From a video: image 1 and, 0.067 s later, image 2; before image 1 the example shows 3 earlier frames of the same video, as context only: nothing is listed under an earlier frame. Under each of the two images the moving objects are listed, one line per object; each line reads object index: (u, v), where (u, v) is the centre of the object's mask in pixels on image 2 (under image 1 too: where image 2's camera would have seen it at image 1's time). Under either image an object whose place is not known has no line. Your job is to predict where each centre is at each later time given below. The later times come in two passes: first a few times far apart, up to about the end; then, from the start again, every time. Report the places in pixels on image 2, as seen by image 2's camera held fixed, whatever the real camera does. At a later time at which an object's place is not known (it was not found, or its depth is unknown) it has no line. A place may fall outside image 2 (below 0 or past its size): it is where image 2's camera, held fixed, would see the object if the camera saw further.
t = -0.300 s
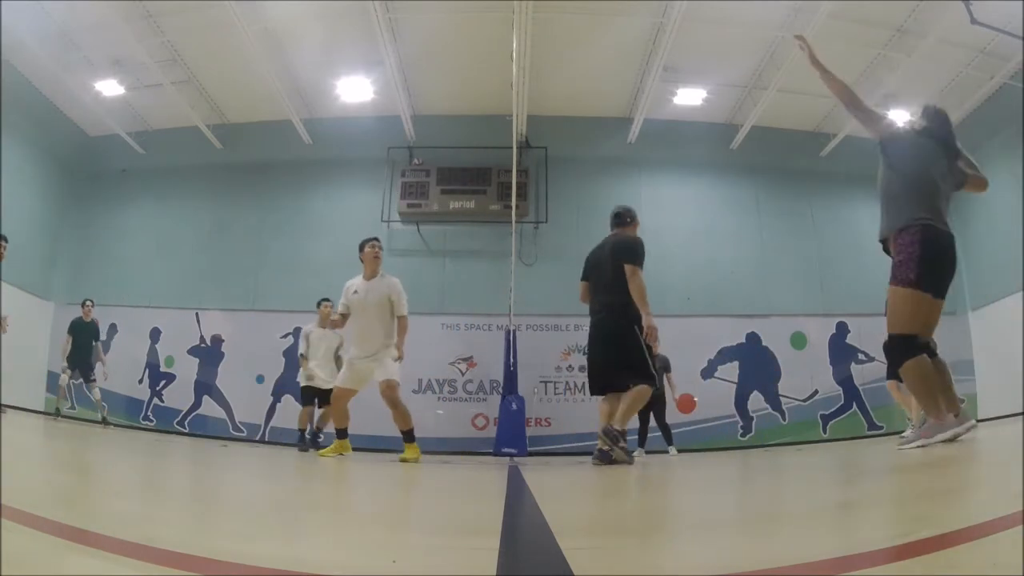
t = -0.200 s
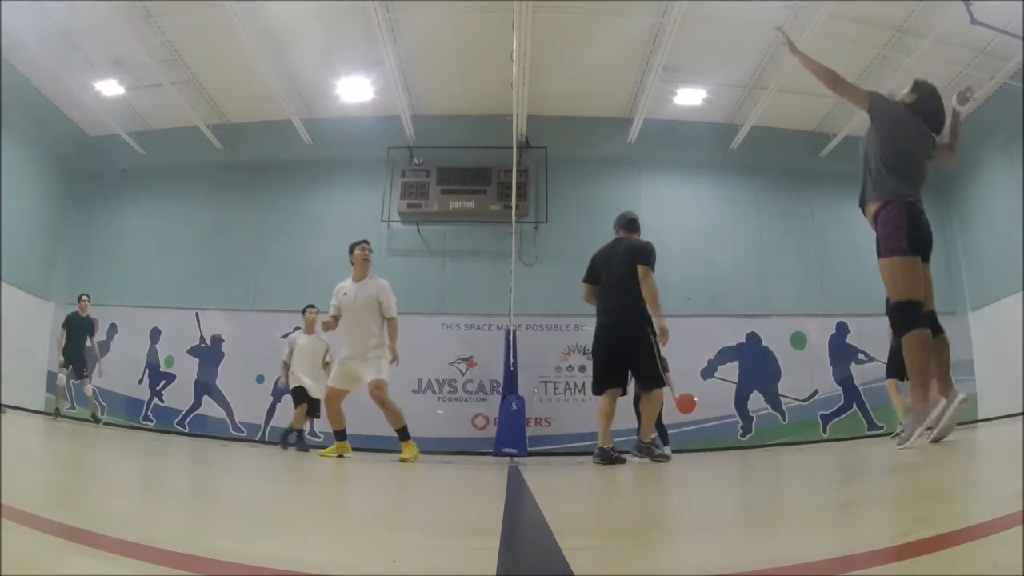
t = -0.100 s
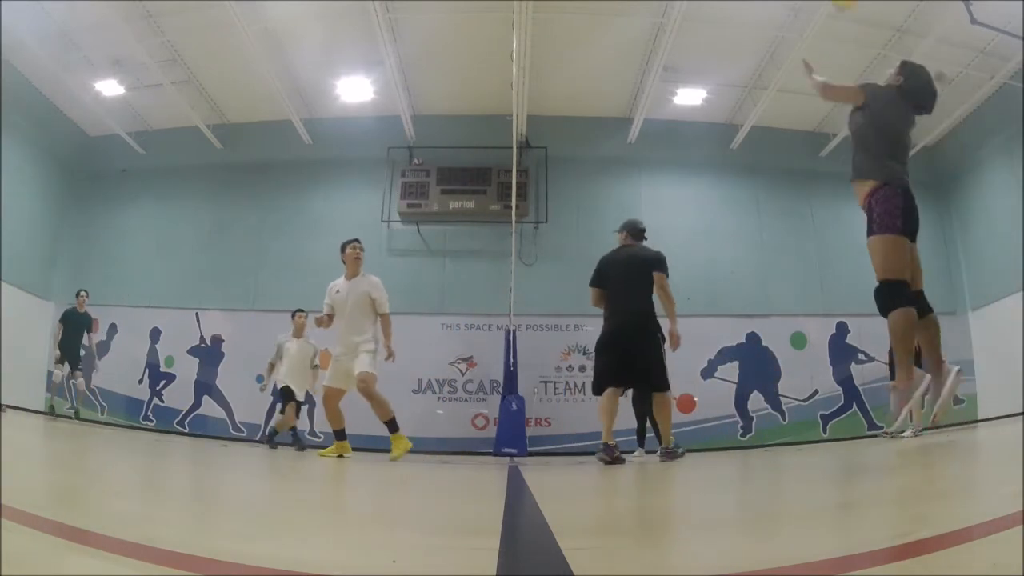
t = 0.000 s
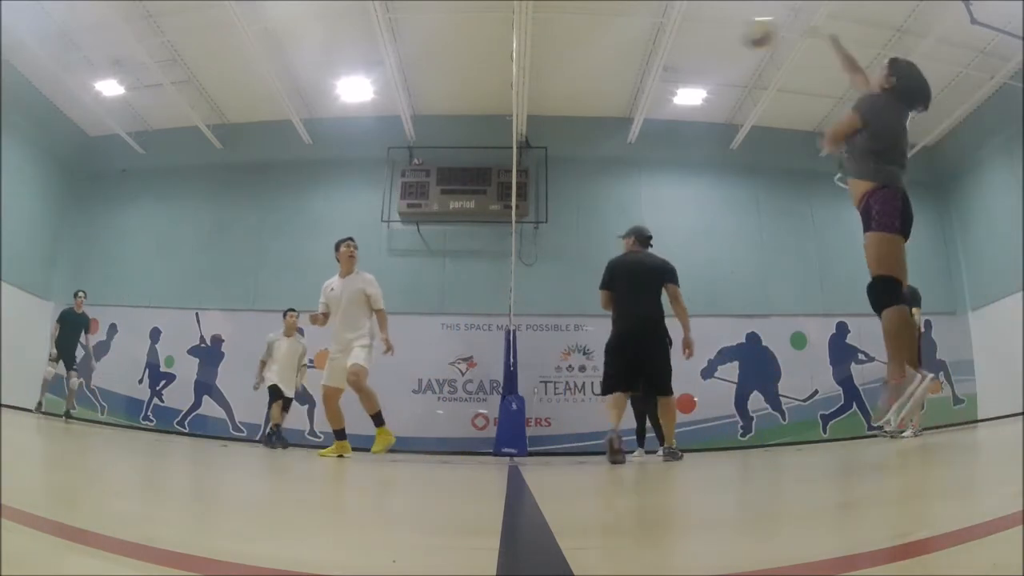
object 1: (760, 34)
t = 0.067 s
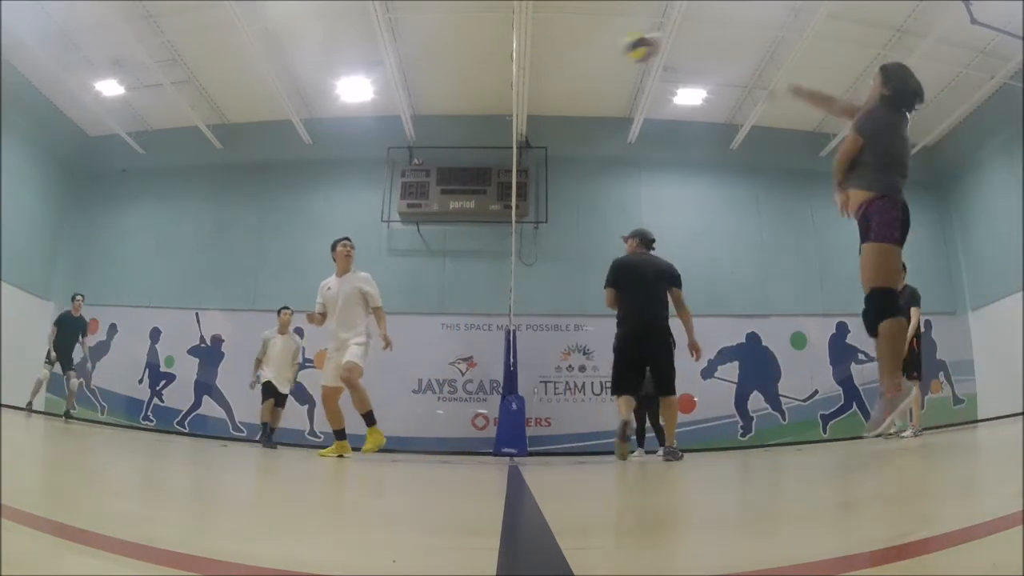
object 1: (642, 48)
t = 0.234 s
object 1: (414, 100)
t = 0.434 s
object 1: (257, 180)
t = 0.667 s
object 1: (153, 278)
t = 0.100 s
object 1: (586, 55)
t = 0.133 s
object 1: (538, 65)
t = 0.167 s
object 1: (492, 77)
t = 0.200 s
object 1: (453, 88)
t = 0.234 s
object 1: (414, 100)
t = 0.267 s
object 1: (381, 114)
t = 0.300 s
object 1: (351, 127)
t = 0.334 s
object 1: (325, 140)
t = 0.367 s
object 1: (300, 154)
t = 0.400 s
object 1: (278, 167)
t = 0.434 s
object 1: (257, 180)
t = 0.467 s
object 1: (238, 195)
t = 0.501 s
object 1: (221, 209)
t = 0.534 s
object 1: (206, 223)
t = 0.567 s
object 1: (191, 237)
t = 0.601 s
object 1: (177, 250)
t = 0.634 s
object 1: (164, 264)
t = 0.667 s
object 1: (153, 278)
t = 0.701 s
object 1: (142, 291)
